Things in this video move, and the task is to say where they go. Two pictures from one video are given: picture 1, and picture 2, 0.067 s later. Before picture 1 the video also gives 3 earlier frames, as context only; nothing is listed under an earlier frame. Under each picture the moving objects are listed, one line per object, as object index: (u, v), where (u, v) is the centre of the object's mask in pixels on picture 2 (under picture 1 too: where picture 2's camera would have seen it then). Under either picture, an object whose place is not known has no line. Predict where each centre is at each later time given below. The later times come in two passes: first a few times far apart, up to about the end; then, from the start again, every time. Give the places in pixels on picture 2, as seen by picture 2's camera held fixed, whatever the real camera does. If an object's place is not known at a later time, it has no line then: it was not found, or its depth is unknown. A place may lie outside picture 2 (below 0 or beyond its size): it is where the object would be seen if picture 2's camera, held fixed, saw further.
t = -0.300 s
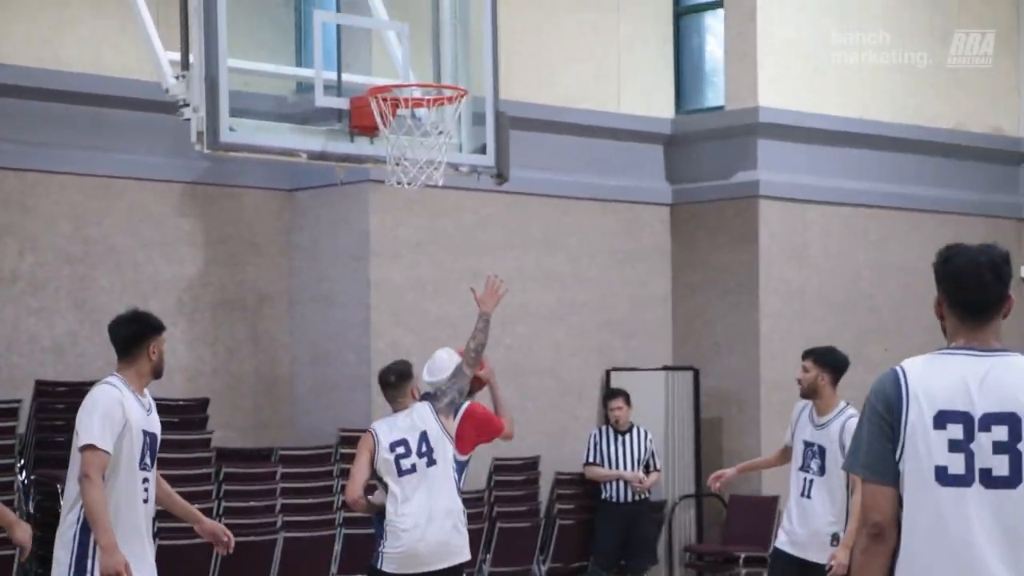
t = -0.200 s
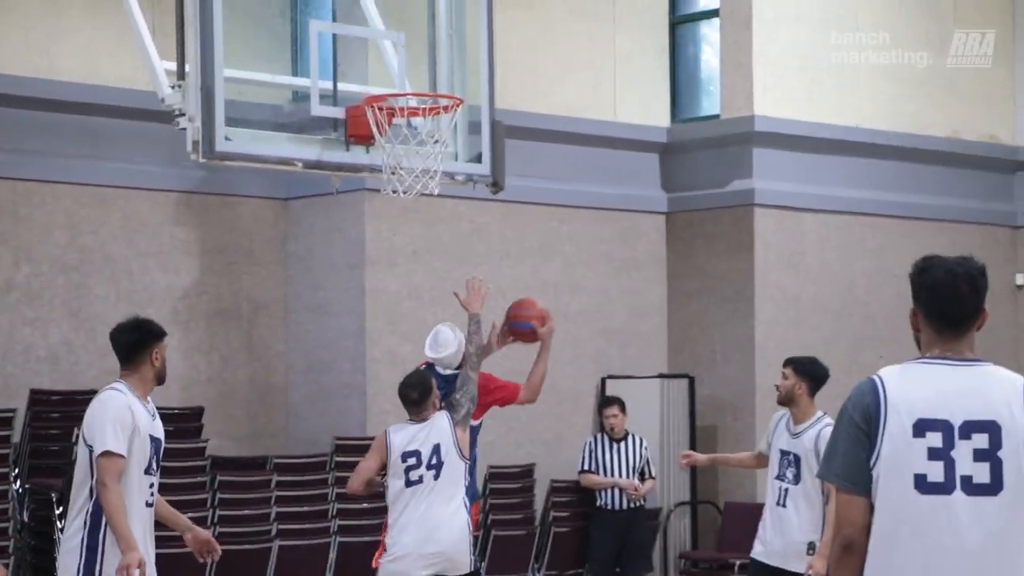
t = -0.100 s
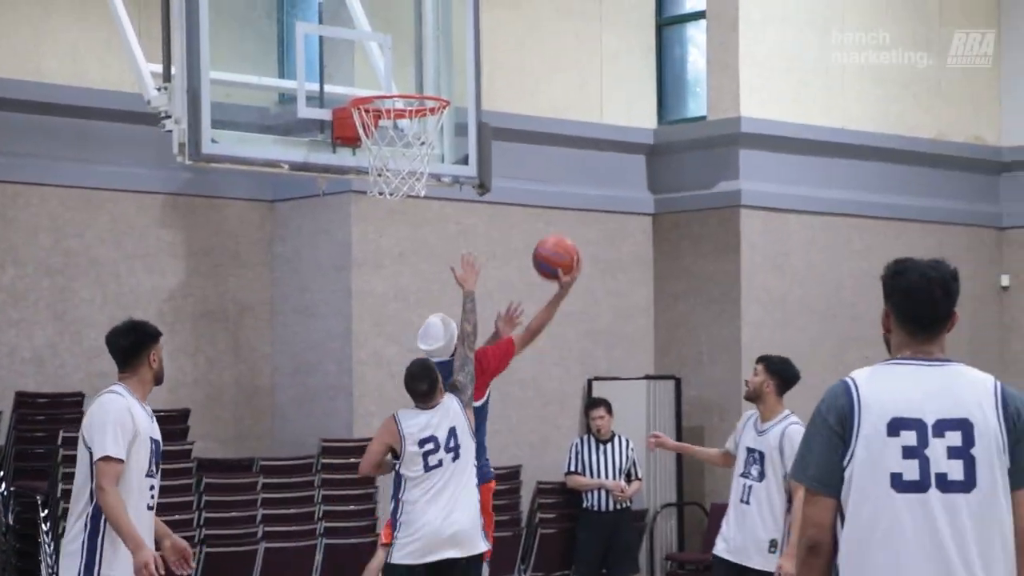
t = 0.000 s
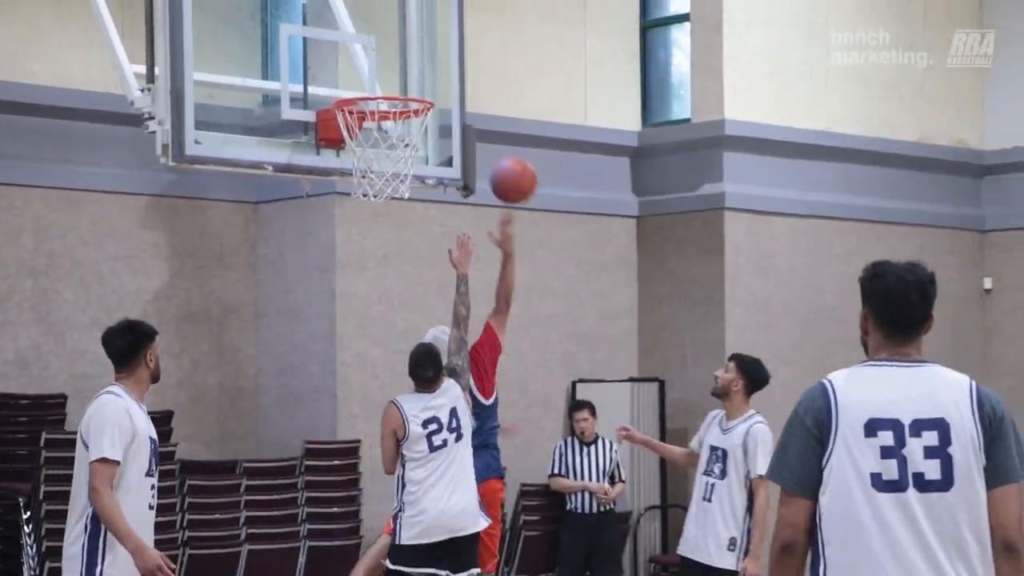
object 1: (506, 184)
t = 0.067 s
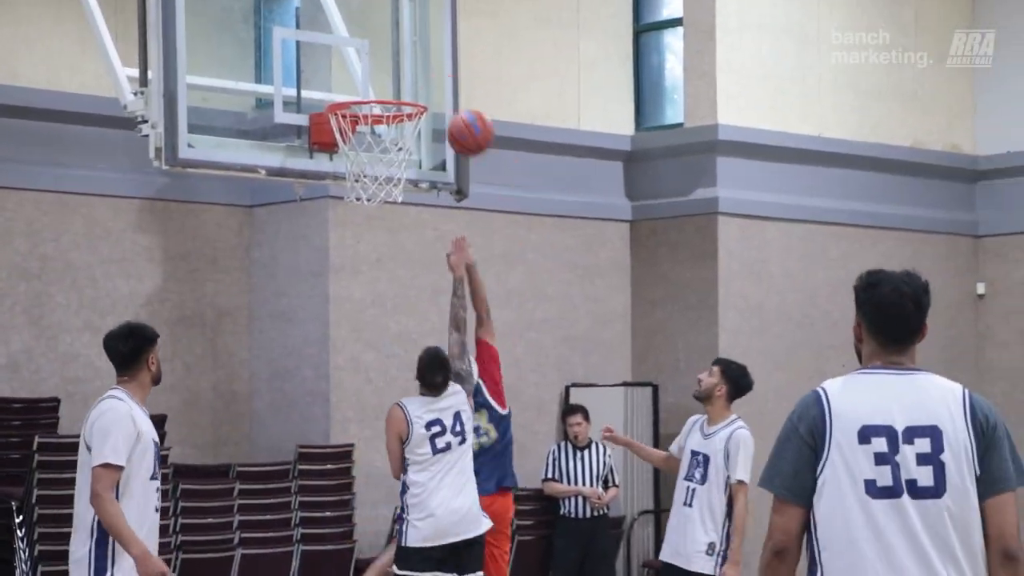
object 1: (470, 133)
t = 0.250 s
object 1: (388, 46)
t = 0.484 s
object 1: (375, 96)
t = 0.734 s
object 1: (399, 259)
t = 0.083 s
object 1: (460, 121)
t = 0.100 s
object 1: (451, 109)
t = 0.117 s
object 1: (443, 98)
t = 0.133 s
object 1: (434, 87)
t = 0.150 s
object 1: (424, 79)
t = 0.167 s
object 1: (415, 69)
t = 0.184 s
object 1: (405, 60)
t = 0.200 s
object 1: (396, 52)
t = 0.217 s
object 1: (390, 48)
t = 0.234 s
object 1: (389, 47)
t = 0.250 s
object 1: (388, 46)
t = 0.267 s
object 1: (387, 46)
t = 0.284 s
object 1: (387, 46)
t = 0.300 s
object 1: (386, 48)
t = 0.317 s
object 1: (385, 49)
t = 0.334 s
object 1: (384, 51)
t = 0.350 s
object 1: (383, 54)
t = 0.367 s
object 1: (382, 58)
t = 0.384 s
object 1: (381, 61)
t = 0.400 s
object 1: (380, 66)
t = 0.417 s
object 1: (379, 71)
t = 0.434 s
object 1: (378, 76)
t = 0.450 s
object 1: (377, 80)
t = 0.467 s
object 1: (376, 84)
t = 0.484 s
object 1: (375, 96)
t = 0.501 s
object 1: (373, 105)
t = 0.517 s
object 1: (377, 113)
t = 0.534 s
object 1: (377, 124)
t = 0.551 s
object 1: (378, 131)
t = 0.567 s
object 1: (381, 140)
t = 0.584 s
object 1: (384, 152)
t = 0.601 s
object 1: (386, 161)
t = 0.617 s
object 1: (389, 172)
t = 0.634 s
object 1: (390, 184)
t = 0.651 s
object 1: (392, 194)
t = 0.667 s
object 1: (393, 208)
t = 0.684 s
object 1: (395, 219)
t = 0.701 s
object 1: (396, 231)
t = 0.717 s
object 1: (397, 245)
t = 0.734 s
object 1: (399, 259)
